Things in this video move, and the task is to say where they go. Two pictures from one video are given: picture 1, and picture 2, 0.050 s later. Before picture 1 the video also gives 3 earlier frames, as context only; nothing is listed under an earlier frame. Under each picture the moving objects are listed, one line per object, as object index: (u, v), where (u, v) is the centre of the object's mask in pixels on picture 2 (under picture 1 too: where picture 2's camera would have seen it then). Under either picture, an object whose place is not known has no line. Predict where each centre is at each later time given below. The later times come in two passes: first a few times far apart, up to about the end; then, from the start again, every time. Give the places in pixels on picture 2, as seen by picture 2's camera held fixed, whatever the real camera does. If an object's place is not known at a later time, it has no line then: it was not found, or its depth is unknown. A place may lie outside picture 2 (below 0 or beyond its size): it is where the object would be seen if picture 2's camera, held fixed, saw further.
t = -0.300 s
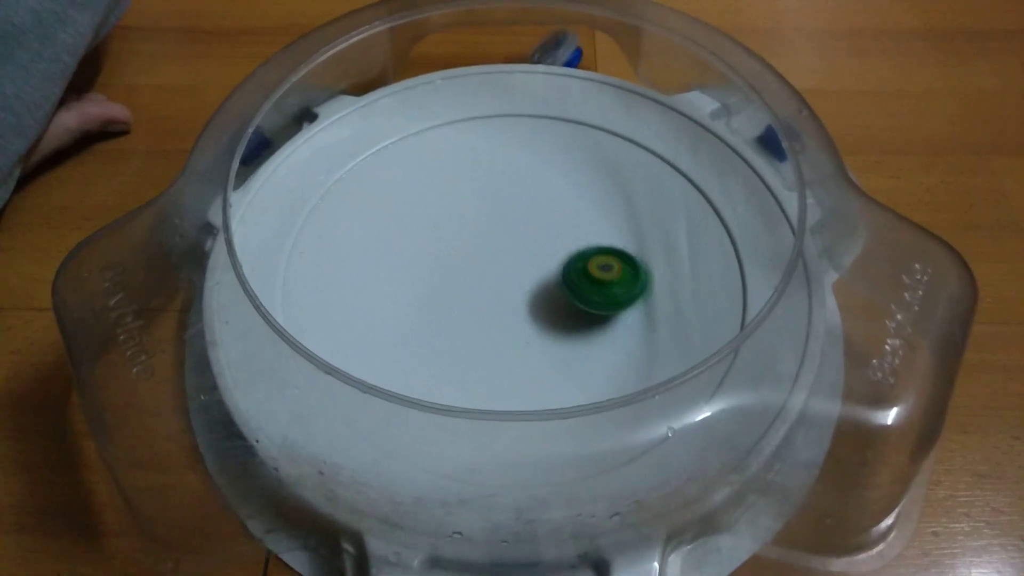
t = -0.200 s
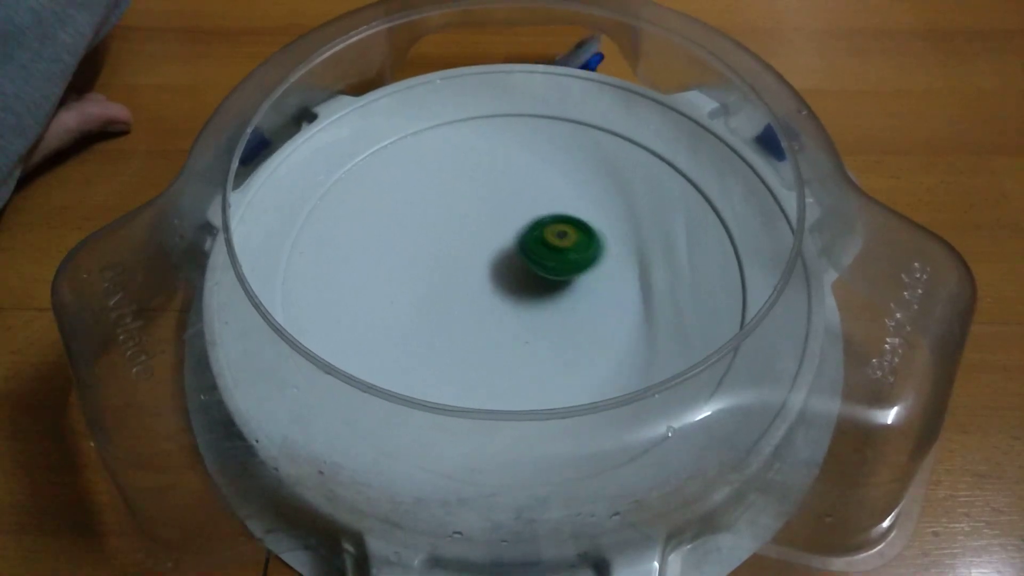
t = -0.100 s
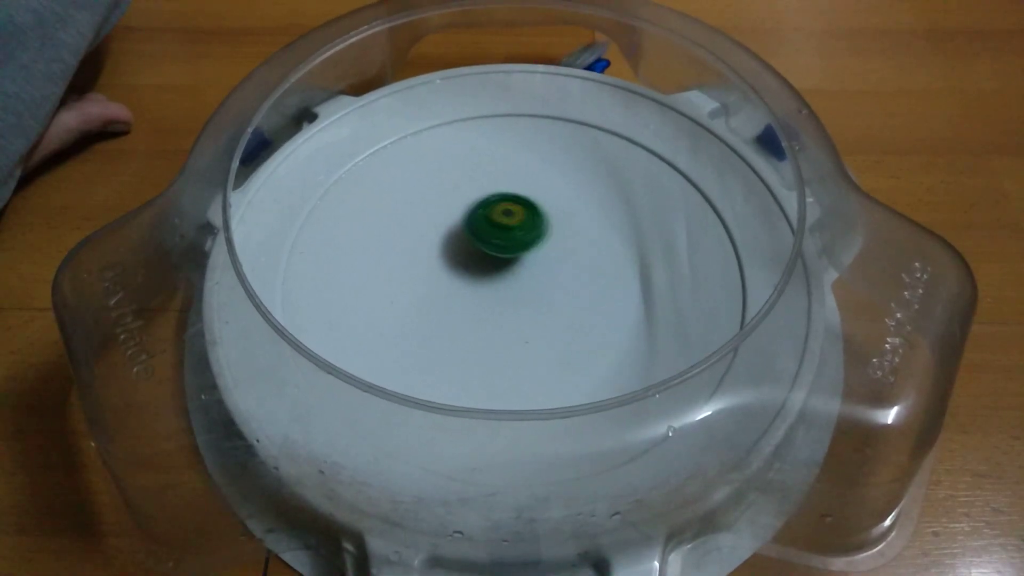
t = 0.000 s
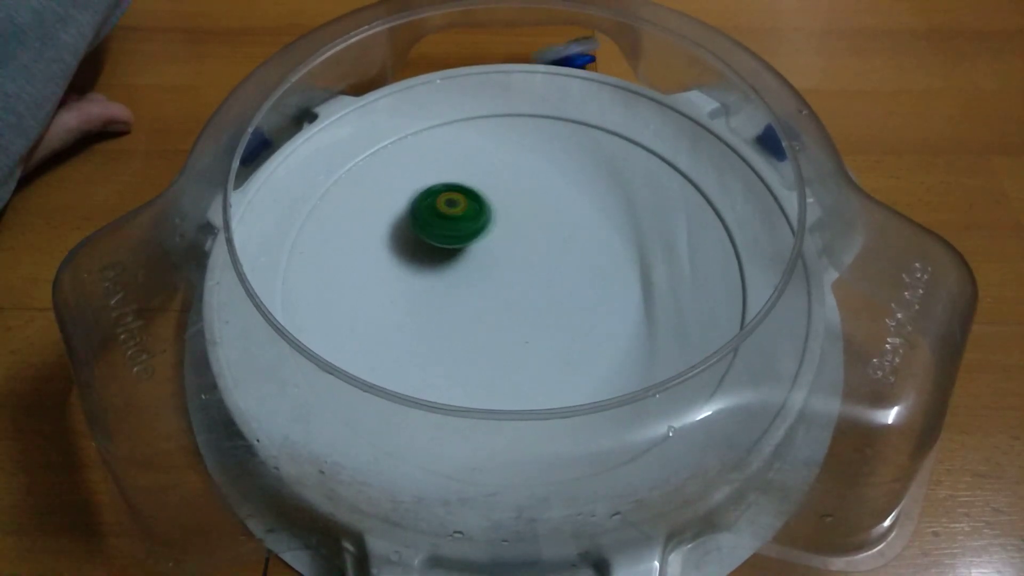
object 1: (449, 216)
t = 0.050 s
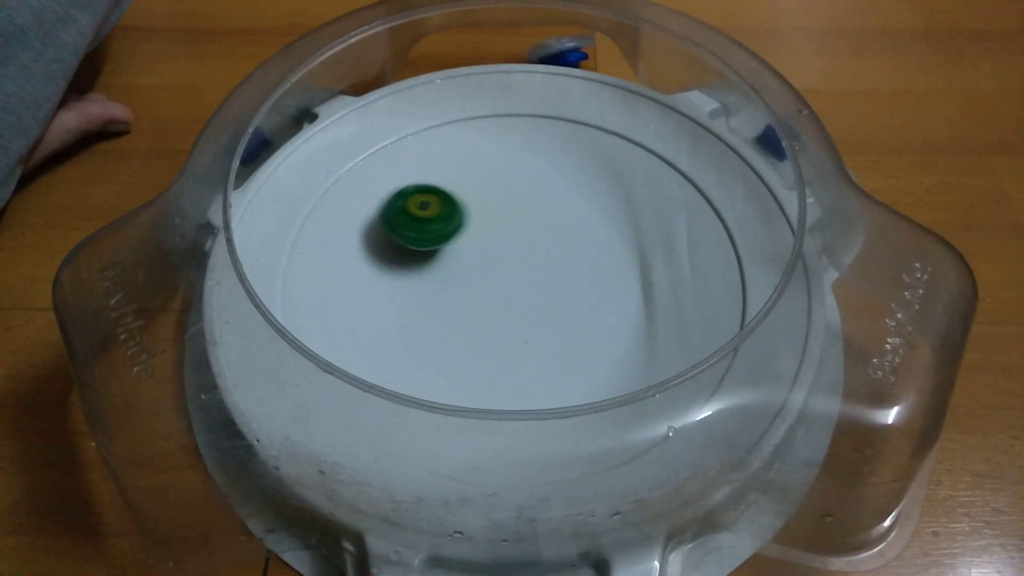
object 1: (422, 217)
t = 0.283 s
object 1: (361, 278)
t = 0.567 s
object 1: (473, 286)
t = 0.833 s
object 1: (498, 214)
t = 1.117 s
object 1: (490, 213)
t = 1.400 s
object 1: (501, 225)
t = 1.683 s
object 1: (524, 232)
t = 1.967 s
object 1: (544, 245)
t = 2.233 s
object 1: (552, 259)
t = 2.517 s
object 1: (547, 270)
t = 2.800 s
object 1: (531, 276)
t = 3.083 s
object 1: (510, 278)
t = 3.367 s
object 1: (493, 270)
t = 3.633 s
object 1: (489, 259)
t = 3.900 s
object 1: (497, 250)
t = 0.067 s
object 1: (413, 219)
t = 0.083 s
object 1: (406, 221)
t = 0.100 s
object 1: (399, 224)
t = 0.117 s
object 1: (392, 227)
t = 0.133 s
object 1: (385, 231)
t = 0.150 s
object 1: (379, 235)
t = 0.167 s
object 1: (374, 239)
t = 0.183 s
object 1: (369, 245)
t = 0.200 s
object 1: (366, 249)
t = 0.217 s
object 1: (364, 254)
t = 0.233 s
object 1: (362, 260)
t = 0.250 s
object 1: (361, 266)
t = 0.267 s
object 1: (360, 272)
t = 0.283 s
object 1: (361, 278)
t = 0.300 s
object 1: (363, 284)
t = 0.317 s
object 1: (367, 289)
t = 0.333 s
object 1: (372, 294)
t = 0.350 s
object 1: (378, 298)
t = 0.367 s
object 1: (385, 302)
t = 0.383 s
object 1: (393, 305)
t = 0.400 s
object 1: (401, 307)
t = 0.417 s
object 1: (409, 309)
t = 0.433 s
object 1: (419, 309)
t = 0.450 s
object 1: (427, 309)
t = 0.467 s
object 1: (435, 307)
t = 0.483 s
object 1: (443, 305)
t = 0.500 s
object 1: (450, 302)
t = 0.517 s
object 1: (455, 298)
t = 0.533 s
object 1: (461, 294)
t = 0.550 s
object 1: (467, 290)
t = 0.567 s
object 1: (473, 286)
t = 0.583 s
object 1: (478, 282)
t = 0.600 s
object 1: (481, 278)
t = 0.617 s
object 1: (484, 273)
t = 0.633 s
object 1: (488, 267)
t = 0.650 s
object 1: (492, 263)
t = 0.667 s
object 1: (494, 258)
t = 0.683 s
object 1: (495, 253)
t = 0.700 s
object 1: (497, 248)
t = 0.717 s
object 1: (498, 243)
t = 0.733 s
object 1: (499, 238)
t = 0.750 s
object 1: (500, 233)
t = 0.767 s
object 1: (500, 228)
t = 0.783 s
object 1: (500, 223)
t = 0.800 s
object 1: (499, 220)
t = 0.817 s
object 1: (499, 216)
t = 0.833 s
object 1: (498, 214)
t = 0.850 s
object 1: (497, 213)
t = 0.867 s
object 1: (496, 211)
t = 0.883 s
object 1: (495, 210)
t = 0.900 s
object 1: (494, 210)
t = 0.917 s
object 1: (493, 209)
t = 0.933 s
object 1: (492, 209)
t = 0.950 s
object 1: (491, 209)
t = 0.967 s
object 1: (490, 209)
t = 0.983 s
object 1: (490, 209)
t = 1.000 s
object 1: (490, 209)
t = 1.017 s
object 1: (489, 209)
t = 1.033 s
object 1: (489, 209)
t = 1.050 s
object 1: (489, 210)
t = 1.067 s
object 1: (489, 211)
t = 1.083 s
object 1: (490, 212)
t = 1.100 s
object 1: (490, 212)
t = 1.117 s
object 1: (490, 213)
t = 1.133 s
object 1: (490, 214)
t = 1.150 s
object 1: (491, 215)
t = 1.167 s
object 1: (491, 216)
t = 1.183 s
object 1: (492, 217)
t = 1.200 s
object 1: (492, 218)
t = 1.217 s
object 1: (493, 218)
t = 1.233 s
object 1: (493, 219)
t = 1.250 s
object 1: (494, 220)
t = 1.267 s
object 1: (495, 220)
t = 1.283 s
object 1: (496, 221)
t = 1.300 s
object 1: (496, 222)
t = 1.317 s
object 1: (497, 222)
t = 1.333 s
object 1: (498, 223)
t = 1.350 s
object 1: (498, 224)
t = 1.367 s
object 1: (499, 225)
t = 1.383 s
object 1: (500, 225)
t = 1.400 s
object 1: (501, 225)
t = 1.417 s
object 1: (502, 226)
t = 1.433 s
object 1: (503, 226)
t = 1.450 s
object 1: (504, 227)
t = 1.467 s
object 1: (505, 227)
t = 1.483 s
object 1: (506, 228)
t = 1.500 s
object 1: (507, 228)
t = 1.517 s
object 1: (509, 228)
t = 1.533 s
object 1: (510, 229)
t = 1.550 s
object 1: (511, 229)
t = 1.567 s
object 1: (513, 229)
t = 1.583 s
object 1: (515, 229)
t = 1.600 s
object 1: (516, 229)
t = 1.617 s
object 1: (518, 230)
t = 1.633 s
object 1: (519, 230)
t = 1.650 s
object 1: (521, 231)
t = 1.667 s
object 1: (522, 231)
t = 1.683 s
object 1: (524, 232)
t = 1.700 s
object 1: (525, 233)
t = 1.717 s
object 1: (526, 233)
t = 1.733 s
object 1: (528, 234)
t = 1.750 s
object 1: (529, 234)
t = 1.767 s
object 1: (530, 235)
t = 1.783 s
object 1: (532, 236)
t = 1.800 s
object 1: (533, 237)
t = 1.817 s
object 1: (534, 238)
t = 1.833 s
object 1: (536, 239)
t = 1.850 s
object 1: (536, 239)
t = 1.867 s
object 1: (538, 240)
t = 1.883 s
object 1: (539, 241)
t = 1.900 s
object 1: (540, 242)
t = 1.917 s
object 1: (542, 242)
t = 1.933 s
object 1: (542, 243)
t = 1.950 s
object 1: (543, 244)
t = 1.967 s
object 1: (544, 245)
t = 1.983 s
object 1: (545, 246)
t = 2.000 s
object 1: (546, 247)
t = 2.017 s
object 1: (547, 247)
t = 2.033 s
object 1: (548, 248)
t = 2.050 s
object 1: (548, 249)
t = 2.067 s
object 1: (549, 250)
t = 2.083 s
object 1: (549, 251)
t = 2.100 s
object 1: (549, 252)
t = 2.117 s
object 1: (550, 252)
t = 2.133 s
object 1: (550, 253)
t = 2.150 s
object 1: (551, 254)
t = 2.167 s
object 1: (551, 255)
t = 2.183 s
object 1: (552, 256)
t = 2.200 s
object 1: (552, 257)
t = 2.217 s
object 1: (552, 258)
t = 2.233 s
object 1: (552, 259)
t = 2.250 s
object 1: (552, 260)
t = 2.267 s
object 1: (552, 261)
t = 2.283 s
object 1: (552, 262)
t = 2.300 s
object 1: (552, 262)
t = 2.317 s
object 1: (552, 263)
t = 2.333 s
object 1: (552, 264)
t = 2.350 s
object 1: (552, 264)
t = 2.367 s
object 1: (552, 265)
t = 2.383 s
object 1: (551, 266)
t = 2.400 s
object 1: (551, 266)
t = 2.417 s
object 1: (550, 267)
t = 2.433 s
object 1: (550, 267)
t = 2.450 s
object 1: (549, 268)
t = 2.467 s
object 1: (549, 269)
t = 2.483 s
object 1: (548, 269)
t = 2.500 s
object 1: (548, 269)
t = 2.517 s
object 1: (547, 270)
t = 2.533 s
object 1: (546, 271)
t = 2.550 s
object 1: (546, 271)
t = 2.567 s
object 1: (545, 271)
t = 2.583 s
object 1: (544, 272)
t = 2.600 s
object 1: (543, 272)
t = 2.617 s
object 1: (542, 273)
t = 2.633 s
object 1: (541, 273)
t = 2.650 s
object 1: (540, 273)
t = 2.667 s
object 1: (539, 274)
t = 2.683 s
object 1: (538, 274)
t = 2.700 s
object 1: (537, 275)
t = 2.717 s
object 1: (536, 275)
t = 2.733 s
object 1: (535, 275)
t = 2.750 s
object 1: (534, 276)
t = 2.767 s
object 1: (533, 276)
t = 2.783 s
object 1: (532, 276)
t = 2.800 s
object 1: (531, 276)
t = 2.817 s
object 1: (530, 276)
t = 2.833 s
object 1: (528, 277)
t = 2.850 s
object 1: (527, 277)
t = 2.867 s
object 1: (526, 277)
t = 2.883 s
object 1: (524, 277)
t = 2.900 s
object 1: (523, 278)
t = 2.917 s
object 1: (522, 278)
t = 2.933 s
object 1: (521, 278)
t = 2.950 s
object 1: (520, 278)
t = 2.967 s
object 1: (518, 278)
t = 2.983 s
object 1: (517, 278)
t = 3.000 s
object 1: (516, 278)
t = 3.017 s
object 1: (515, 278)
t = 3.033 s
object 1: (513, 278)
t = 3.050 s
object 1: (513, 278)
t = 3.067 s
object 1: (512, 278)
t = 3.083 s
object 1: (510, 278)
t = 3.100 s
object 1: (509, 277)
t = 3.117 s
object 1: (508, 277)
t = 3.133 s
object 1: (507, 276)
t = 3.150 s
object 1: (505, 277)
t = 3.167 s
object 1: (504, 276)
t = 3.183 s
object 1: (503, 276)
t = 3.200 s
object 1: (502, 276)
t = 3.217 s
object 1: (502, 275)
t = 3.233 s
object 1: (501, 275)
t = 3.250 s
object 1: (500, 274)
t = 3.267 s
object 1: (499, 274)
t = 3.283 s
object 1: (498, 273)
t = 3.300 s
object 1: (497, 272)
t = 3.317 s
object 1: (496, 272)
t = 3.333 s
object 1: (495, 271)
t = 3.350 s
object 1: (494, 271)
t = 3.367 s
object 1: (493, 270)
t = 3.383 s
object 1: (493, 270)
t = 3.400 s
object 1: (493, 270)
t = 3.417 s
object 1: (492, 269)
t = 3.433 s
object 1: (492, 268)
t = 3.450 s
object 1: (491, 267)
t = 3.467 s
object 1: (490, 267)
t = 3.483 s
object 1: (490, 266)
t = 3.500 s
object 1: (489, 266)
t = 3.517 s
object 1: (489, 265)
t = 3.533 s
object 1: (489, 264)
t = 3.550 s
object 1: (489, 264)
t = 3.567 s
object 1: (489, 263)
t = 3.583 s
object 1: (489, 262)
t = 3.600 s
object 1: (489, 261)
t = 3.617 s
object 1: (489, 260)
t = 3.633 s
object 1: (489, 259)
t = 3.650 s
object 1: (489, 258)
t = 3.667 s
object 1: (489, 258)
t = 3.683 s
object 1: (490, 257)
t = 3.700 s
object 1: (490, 257)
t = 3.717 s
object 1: (491, 256)
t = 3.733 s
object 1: (492, 255)
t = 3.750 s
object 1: (492, 254)
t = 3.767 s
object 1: (492, 254)
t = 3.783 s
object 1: (493, 253)
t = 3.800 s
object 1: (493, 253)
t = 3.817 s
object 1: (494, 253)
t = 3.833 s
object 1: (494, 253)
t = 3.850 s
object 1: (495, 252)
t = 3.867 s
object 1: (496, 251)
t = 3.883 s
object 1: (496, 250)
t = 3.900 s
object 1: (497, 250)
